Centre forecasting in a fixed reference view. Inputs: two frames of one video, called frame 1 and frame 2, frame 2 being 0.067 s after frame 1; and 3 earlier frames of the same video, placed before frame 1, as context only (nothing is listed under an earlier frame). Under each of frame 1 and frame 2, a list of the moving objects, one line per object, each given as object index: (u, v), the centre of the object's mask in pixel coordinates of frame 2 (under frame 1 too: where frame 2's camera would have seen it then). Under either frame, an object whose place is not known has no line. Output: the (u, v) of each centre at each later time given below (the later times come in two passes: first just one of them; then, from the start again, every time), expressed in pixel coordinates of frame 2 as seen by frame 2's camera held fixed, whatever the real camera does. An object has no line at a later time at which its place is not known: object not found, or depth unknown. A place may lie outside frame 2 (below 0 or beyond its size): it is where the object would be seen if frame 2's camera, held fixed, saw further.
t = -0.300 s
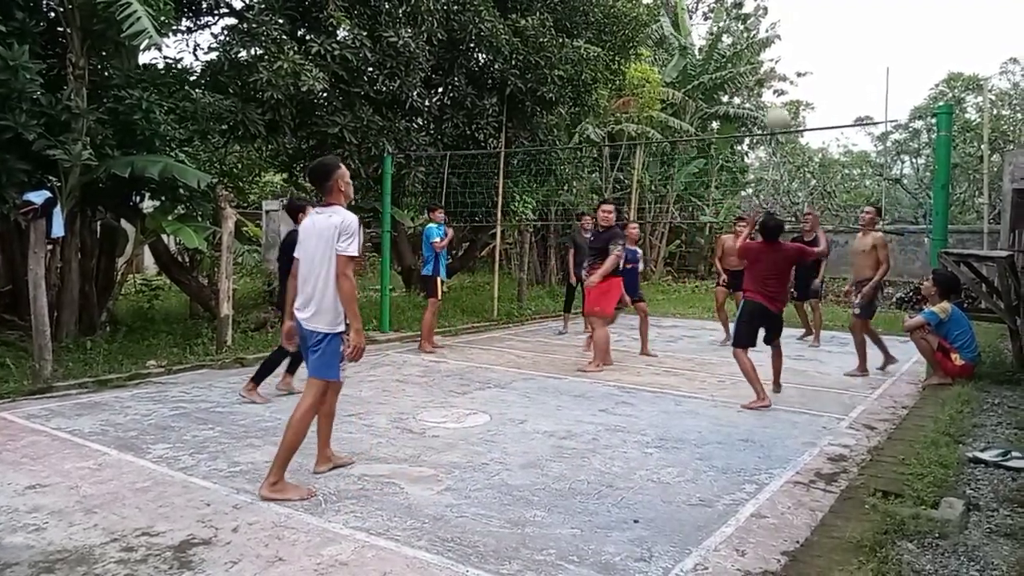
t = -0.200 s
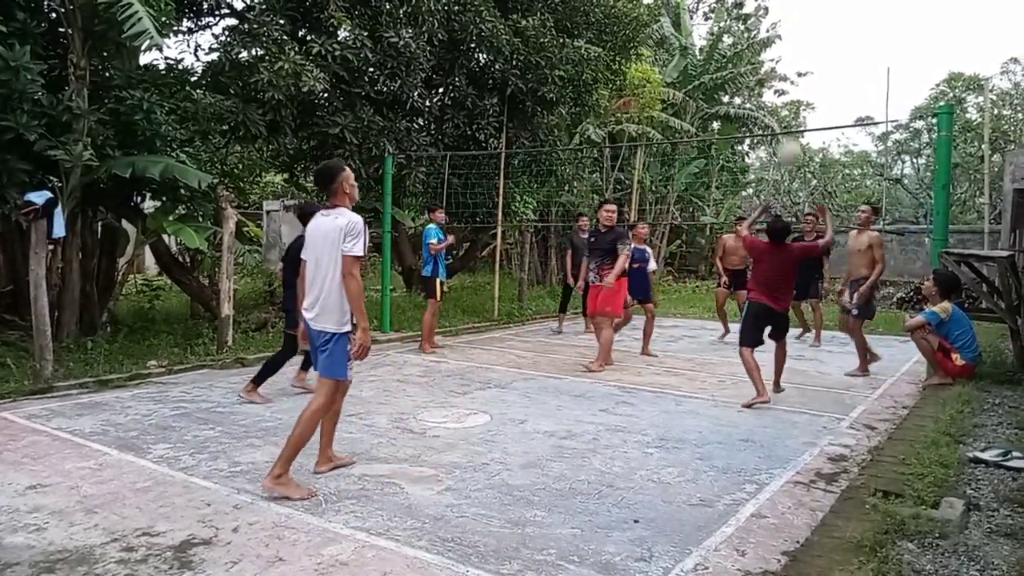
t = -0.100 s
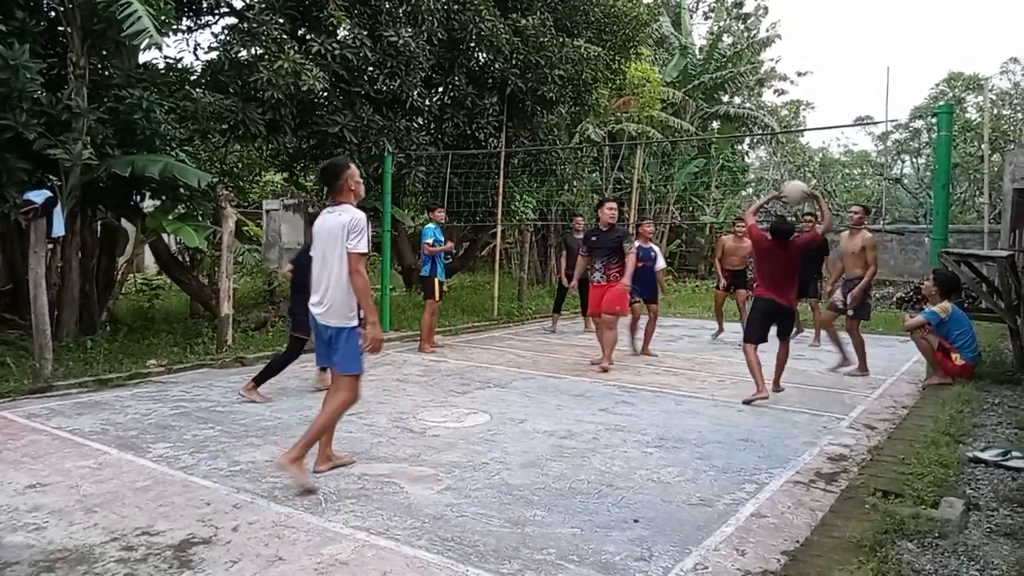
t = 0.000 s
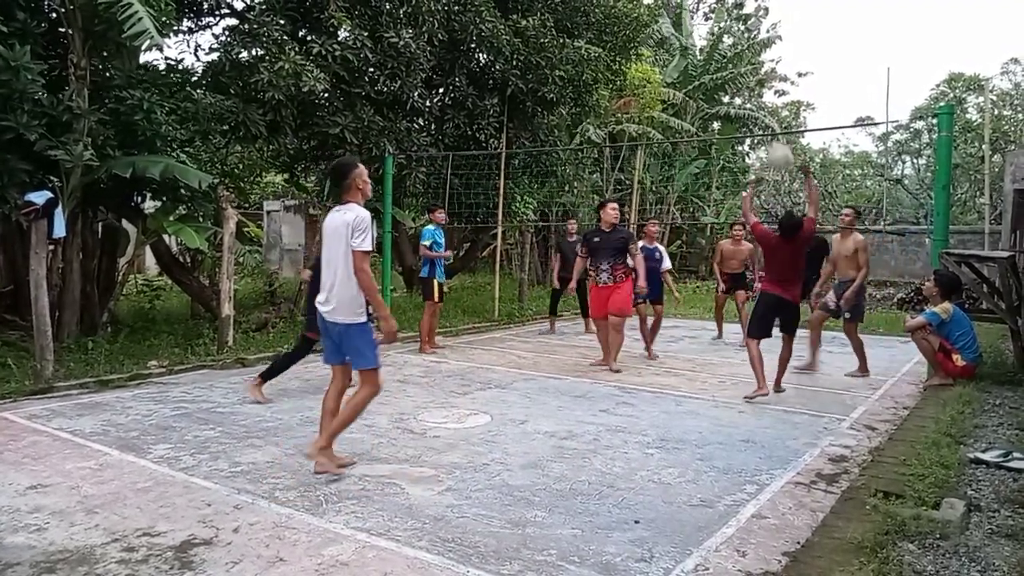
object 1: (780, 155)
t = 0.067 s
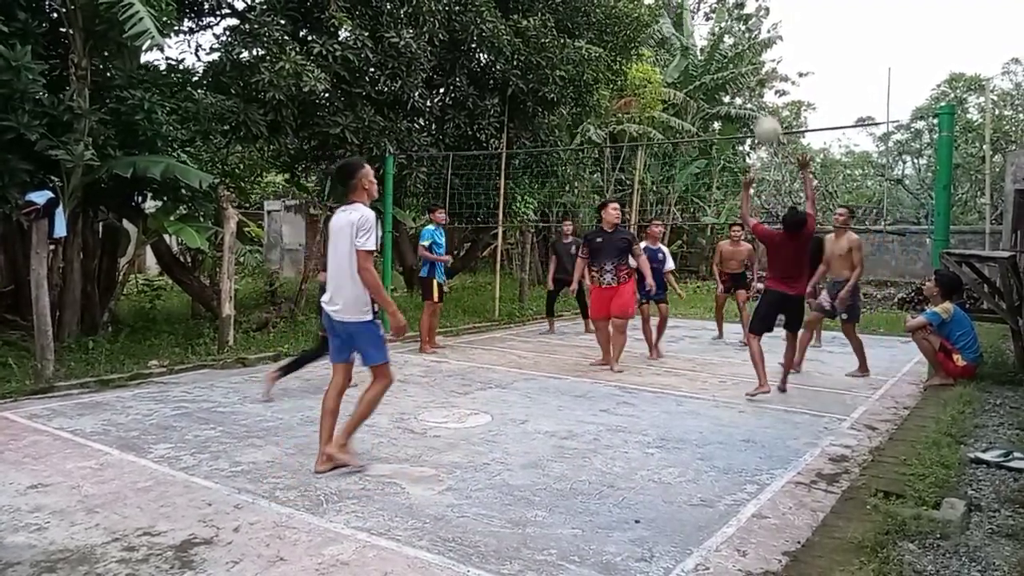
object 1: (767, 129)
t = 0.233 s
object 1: (737, 85)
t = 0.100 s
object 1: (763, 119)
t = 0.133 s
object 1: (755, 109)
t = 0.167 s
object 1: (749, 98)
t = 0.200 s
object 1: (742, 91)
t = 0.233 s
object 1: (737, 85)
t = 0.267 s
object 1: (730, 80)
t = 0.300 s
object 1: (725, 77)
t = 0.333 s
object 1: (718, 75)
